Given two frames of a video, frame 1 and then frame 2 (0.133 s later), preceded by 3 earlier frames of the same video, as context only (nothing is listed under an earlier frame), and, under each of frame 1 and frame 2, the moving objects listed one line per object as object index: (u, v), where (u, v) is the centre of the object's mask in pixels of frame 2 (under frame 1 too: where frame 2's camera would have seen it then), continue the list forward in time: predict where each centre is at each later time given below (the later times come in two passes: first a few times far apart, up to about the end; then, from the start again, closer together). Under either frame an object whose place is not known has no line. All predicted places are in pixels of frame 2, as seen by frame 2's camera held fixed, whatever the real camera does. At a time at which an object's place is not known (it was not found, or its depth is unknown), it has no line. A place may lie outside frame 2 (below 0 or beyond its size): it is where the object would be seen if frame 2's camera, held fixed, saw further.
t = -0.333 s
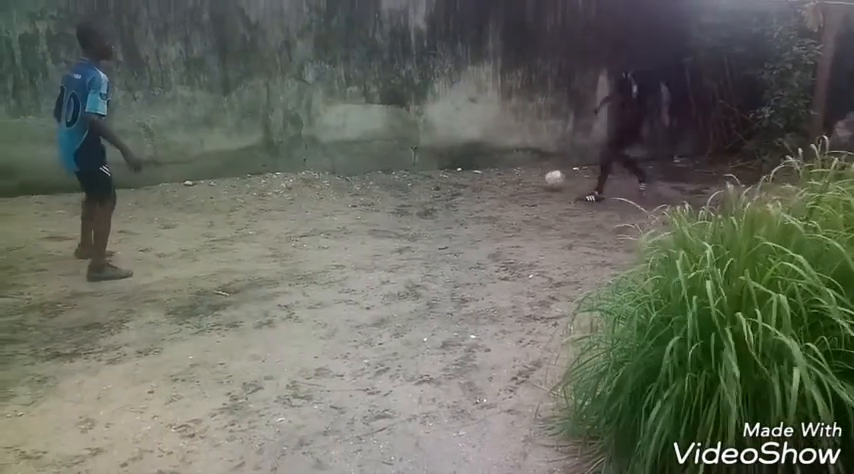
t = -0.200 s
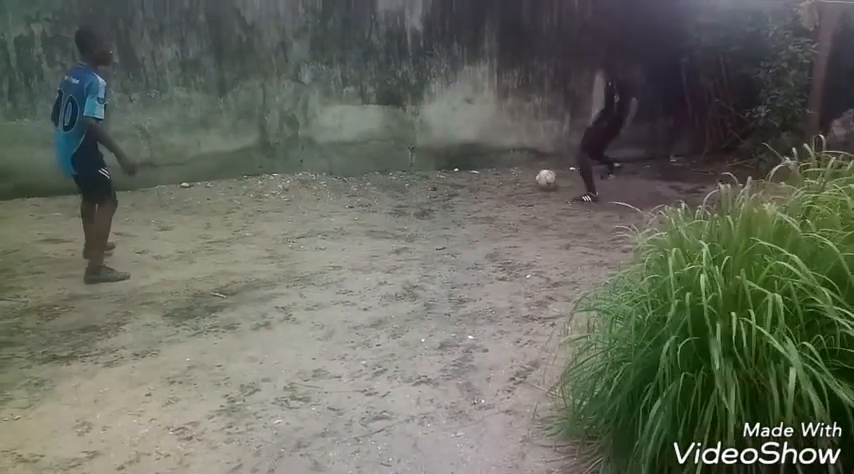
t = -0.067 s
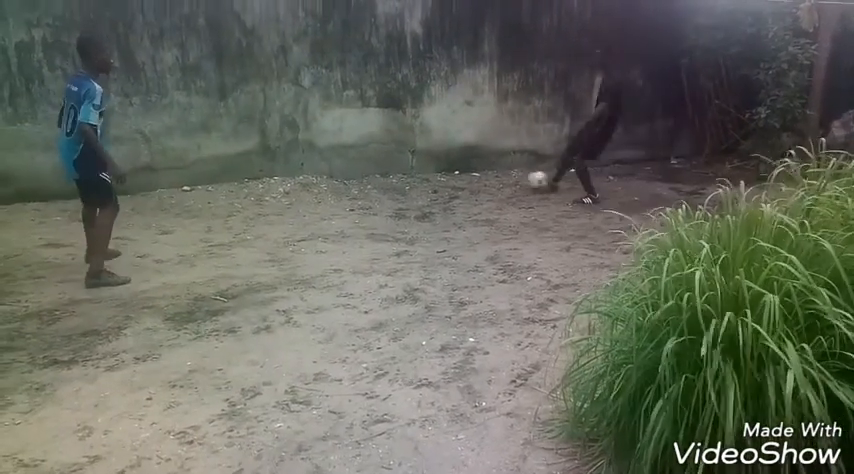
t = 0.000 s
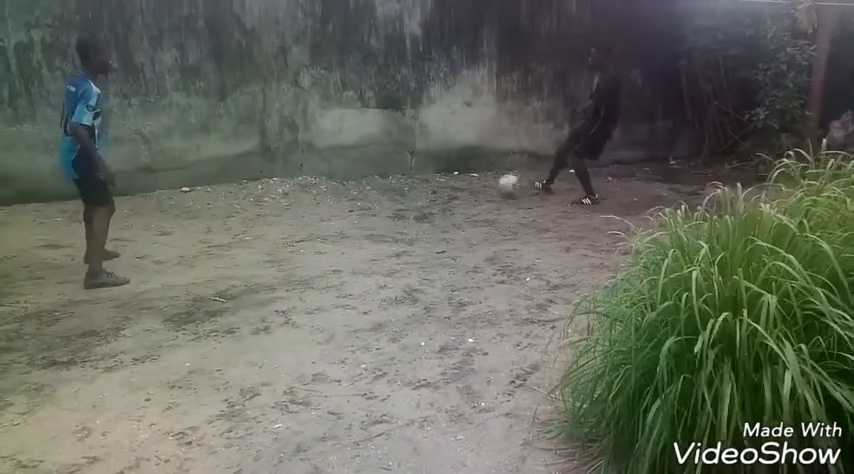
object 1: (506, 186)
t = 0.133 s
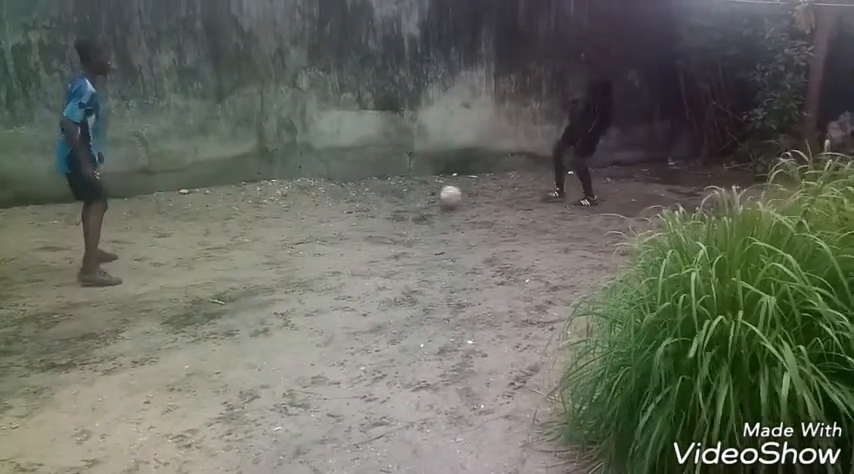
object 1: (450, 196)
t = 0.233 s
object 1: (409, 201)
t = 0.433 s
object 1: (343, 212)
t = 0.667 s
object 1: (266, 220)
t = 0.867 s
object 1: (195, 226)
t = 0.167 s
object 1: (436, 200)
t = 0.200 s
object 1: (421, 203)
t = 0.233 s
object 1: (409, 201)
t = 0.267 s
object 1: (400, 202)
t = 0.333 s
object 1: (377, 207)
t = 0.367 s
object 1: (365, 210)
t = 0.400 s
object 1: (353, 214)
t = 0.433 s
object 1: (343, 212)
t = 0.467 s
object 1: (332, 211)
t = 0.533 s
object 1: (310, 214)
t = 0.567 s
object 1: (299, 218)
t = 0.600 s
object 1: (288, 224)
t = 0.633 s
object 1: (277, 225)
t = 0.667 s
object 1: (266, 220)
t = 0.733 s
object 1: (244, 216)
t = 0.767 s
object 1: (232, 215)
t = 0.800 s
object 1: (220, 217)
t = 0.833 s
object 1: (208, 220)
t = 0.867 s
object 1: (195, 226)
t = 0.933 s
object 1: (171, 239)
